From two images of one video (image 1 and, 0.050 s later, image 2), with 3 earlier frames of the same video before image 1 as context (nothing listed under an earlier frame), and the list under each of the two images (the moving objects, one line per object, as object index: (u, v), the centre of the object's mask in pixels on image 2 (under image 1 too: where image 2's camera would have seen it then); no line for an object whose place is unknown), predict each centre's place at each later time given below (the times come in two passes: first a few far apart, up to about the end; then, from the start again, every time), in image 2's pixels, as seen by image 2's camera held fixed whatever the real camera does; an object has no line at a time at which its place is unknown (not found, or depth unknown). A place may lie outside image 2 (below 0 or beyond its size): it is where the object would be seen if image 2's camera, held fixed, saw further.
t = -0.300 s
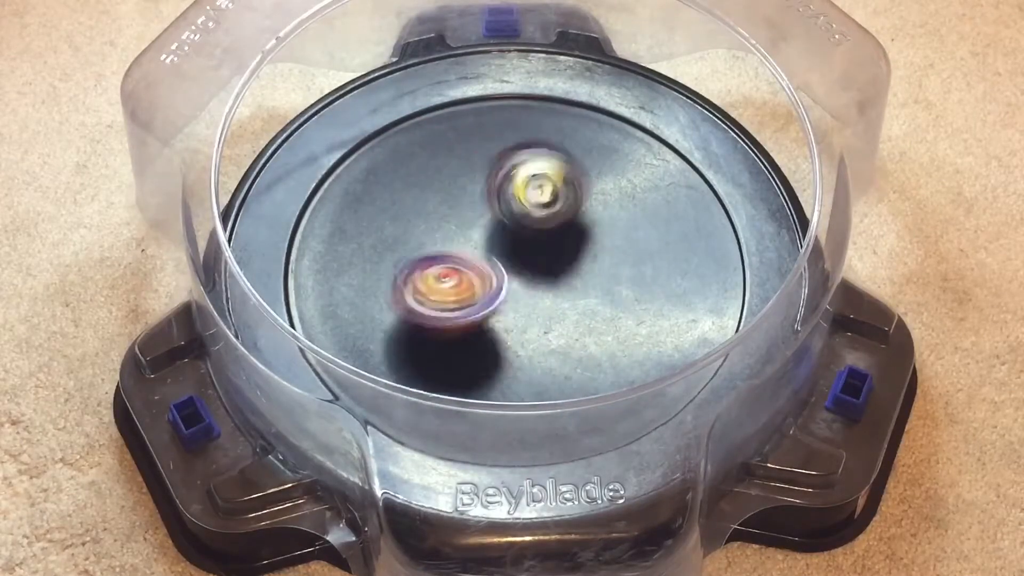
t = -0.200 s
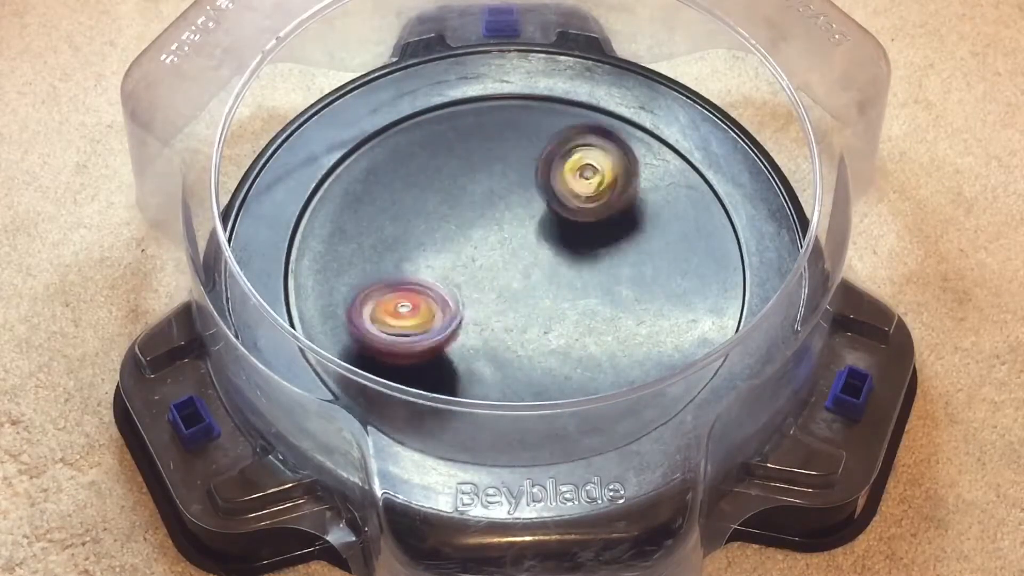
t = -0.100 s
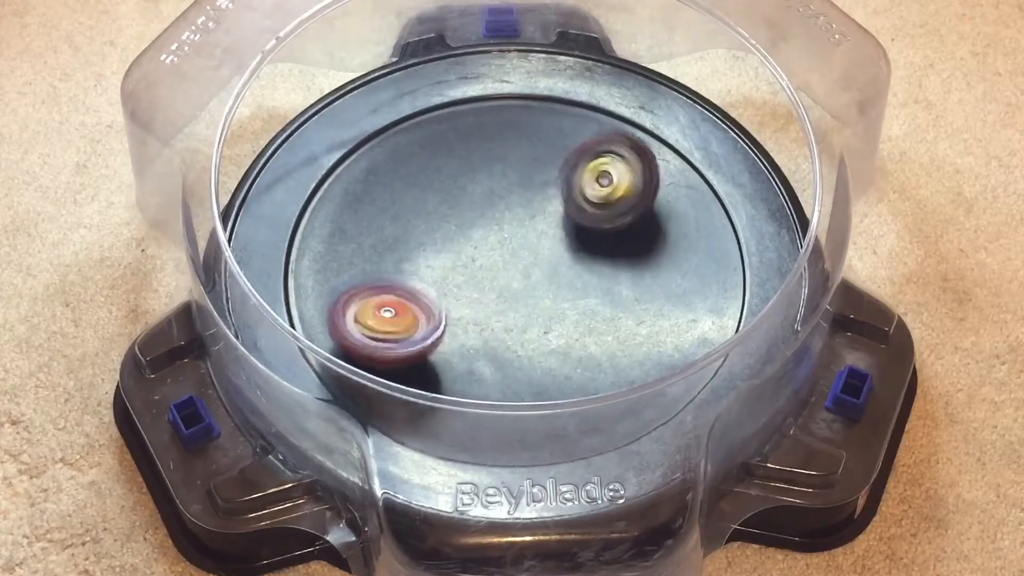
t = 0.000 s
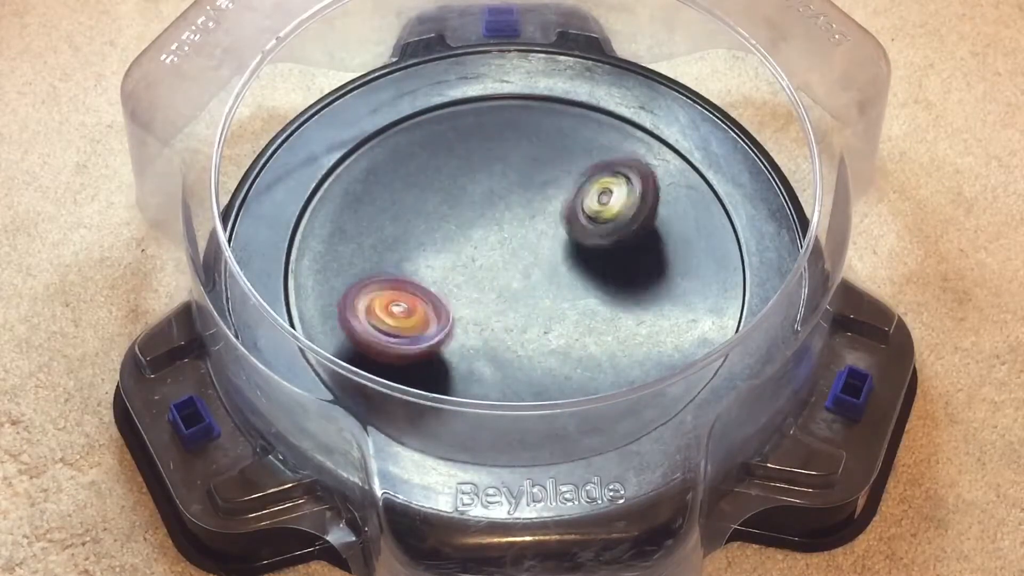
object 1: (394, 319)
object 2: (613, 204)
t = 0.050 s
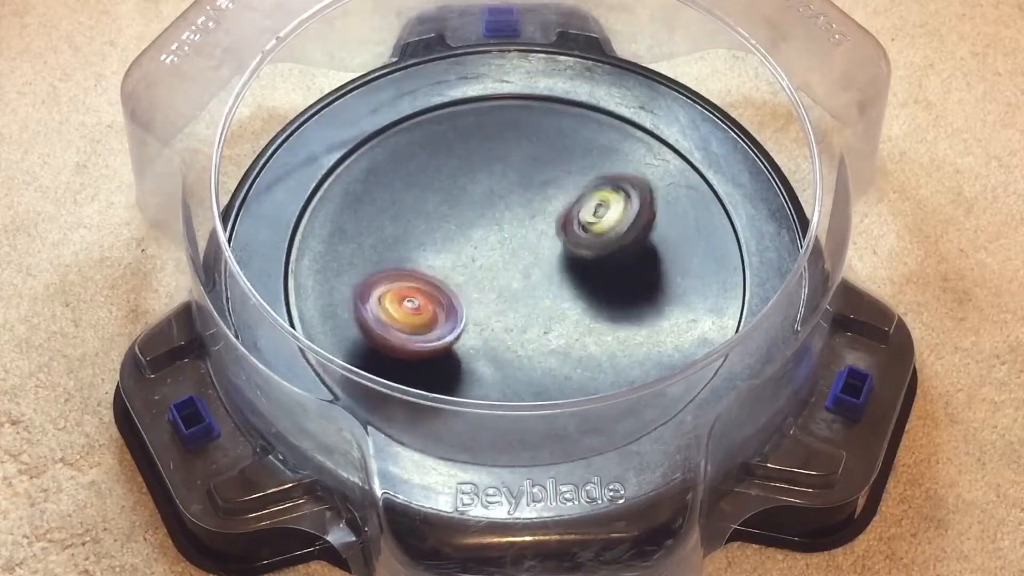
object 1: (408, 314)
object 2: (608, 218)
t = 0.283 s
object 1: (426, 250)
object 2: (570, 301)
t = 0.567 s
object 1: (459, 187)
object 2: (533, 294)
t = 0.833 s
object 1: (529, 148)
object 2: (540, 280)
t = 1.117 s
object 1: (596, 183)
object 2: (540, 291)
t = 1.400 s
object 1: (608, 225)
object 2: (466, 311)
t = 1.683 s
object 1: (555, 297)
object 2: (453, 233)
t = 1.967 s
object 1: (469, 319)
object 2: (512, 234)
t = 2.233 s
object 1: (425, 275)
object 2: (540, 286)
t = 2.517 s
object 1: (467, 218)
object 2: (546, 291)
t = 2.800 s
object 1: (528, 215)
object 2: (558, 305)
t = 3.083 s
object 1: (573, 236)
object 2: (499, 325)
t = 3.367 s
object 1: (565, 248)
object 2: (476, 311)
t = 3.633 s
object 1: (559, 251)
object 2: (466, 289)
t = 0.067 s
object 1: (411, 311)
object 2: (606, 222)
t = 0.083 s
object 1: (415, 309)
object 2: (605, 228)
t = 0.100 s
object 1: (419, 307)
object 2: (599, 232)
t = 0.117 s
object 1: (425, 303)
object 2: (596, 237)
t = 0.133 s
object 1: (428, 300)
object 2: (592, 246)
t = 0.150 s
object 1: (431, 294)
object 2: (585, 252)
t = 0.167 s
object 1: (433, 290)
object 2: (581, 257)
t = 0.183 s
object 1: (434, 287)
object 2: (575, 263)
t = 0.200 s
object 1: (438, 282)
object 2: (565, 270)
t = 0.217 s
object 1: (442, 278)
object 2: (563, 271)
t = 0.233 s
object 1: (442, 271)
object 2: (557, 277)
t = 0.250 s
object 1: (435, 263)
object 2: (560, 283)
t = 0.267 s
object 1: (428, 256)
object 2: (565, 296)
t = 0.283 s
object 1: (426, 250)
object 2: (570, 301)
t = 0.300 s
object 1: (424, 244)
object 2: (568, 304)
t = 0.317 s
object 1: (423, 237)
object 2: (568, 302)
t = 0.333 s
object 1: (423, 232)
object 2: (569, 309)
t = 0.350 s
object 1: (423, 228)
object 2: (569, 312)
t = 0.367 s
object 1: (425, 223)
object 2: (564, 315)
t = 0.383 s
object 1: (427, 218)
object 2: (563, 315)
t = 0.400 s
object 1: (428, 213)
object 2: (561, 315)
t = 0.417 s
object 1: (429, 210)
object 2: (556, 316)
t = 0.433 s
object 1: (431, 207)
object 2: (553, 314)
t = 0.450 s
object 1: (434, 202)
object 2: (551, 314)
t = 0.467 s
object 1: (438, 200)
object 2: (550, 312)
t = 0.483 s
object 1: (440, 197)
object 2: (545, 311)
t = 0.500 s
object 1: (443, 194)
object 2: (543, 308)
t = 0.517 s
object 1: (447, 192)
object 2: (541, 306)
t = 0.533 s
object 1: (451, 190)
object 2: (538, 302)
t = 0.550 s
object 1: (456, 189)
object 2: (534, 299)
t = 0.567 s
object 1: (459, 187)
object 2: (533, 294)
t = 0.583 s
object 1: (463, 184)
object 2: (532, 291)
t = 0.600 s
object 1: (468, 183)
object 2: (530, 289)
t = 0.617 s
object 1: (474, 183)
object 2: (527, 283)
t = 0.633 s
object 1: (479, 182)
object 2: (525, 275)
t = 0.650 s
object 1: (482, 181)
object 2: (525, 273)
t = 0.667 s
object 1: (487, 174)
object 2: (524, 276)
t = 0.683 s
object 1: (492, 169)
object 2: (524, 276)
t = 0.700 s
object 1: (494, 164)
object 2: (524, 278)
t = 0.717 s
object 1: (498, 161)
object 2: (525, 278)
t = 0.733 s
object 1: (504, 158)
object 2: (526, 279)
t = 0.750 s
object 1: (510, 155)
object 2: (527, 279)
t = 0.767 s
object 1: (513, 152)
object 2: (530, 280)
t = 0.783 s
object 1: (516, 151)
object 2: (532, 281)
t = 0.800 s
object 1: (521, 149)
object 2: (533, 280)
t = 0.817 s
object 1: (526, 148)
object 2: (536, 280)
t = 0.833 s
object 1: (529, 148)
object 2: (540, 280)
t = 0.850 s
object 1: (532, 149)
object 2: (542, 284)
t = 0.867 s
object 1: (537, 149)
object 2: (542, 283)
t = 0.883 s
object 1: (541, 150)
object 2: (543, 283)
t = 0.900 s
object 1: (543, 151)
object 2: (544, 282)
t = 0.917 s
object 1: (547, 154)
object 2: (544, 281)
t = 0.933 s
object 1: (551, 155)
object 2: (546, 281)
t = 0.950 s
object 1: (554, 156)
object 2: (549, 281)
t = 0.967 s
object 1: (557, 159)
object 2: (551, 282)
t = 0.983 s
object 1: (561, 163)
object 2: (551, 282)
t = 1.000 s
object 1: (566, 165)
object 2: (549, 282)
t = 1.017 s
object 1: (568, 168)
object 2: (549, 280)
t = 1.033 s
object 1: (570, 173)
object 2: (550, 280)
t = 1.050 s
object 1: (575, 177)
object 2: (549, 278)
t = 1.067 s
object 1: (579, 181)
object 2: (550, 277)
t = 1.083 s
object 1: (580, 184)
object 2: (552, 277)
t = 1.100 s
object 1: (588, 185)
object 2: (550, 282)
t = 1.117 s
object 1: (596, 183)
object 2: (540, 291)
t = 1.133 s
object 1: (600, 178)
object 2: (533, 299)
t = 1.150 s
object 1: (605, 180)
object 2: (530, 304)
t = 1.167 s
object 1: (609, 179)
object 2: (524, 315)
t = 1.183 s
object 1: (610, 179)
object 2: (515, 318)
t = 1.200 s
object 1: (611, 182)
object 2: (511, 320)
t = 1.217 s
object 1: (613, 183)
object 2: (507, 322)
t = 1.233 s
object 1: (612, 184)
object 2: (503, 324)
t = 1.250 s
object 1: (612, 189)
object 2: (497, 323)
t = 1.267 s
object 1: (614, 191)
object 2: (490, 326)
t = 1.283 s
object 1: (613, 193)
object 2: (488, 327)
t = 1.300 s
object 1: (613, 199)
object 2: (482, 325)
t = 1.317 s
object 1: (613, 201)
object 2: (481, 324)
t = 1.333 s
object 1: (611, 205)
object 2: (474, 321)
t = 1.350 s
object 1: (612, 211)
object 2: (472, 319)
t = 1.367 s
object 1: (611, 214)
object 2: (470, 316)
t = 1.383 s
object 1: (607, 219)
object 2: (469, 314)
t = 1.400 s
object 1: (608, 225)
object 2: (466, 311)
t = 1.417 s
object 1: (604, 230)
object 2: (462, 304)
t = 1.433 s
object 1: (601, 234)
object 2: (461, 301)
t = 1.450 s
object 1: (600, 239)
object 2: (461, 297)
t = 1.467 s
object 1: (596, 243)
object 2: (463, 296)
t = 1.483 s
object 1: (591, 249)
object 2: (461, 289)
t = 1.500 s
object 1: (589, 253)
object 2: (463, 284)
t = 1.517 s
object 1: (585, 257)
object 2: (466, 279)
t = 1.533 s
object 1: (580, 263)
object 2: (469, 277)
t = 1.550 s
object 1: (580, 266)
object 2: (467, 272)
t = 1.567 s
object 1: (579, 271)
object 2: (463, 269)
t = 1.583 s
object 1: (577, 277)
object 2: (456, 260)
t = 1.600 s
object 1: (574, 280)
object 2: (453, 253)
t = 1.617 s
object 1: (569, 285)
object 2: (451, 247)
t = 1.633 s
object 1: (567, 288)
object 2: (450, 243)
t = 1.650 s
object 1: (563, 290)
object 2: (450, 239)
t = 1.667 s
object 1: (559, 295)
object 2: (451, 235)
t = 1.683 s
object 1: (555, 297)
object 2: (453, 233)
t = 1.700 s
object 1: (549, 302)
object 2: (456, 232)
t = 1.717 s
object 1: (545, 303)
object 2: (459, 233)
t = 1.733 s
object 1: (540, 306)
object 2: (463, 233)
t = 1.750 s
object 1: (534, 309)
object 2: (465, 232)
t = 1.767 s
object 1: (531, 308)
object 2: (470, 230)
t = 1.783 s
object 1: (524, 312)
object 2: (474, 230)
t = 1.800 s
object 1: (520, 311)
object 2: (478, 228)
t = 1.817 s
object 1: (514, 314)
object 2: (482, 227)
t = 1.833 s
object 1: (506, 316)
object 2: (486, 227)
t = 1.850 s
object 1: (502, 317)
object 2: (489, 227)
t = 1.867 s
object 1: (497, 320)
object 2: (492, 226)
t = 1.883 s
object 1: (494, 320)
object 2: (496, 225)
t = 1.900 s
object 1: (489, 320)
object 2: (498, 225)
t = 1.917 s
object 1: (483, 321)
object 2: (502, 227)
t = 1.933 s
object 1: (480, 320)
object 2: (506, 228)
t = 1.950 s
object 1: (473, 320)
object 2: (510, 230)
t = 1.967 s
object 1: (469, 319)
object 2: (512, 234)
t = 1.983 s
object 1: (465, 318)
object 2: (514, 237)
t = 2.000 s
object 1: (460, 317)
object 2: (516, 241)
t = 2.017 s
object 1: (457, 314)
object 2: (519, 242)
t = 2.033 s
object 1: (451, 314)
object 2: (521, 244)
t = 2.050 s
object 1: (449, 310)
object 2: (524, 247)
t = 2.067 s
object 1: (445, 308)
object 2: (526, 250)
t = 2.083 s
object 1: (443, 305)
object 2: (527, 252)
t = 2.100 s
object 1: (441, 302)
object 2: (530, 257)
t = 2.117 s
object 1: (437, 300)
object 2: (532, 261)
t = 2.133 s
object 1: (435, 296)
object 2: (535, 264)
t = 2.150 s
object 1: (430, 293)
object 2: (537, 269)
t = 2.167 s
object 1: (431, 289)
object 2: (538, 274)
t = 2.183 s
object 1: (427, 285)
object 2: (539, 278)
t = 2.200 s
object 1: (427, 283)
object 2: (538, 282)
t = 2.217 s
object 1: (428, 276)
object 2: (538, 284)
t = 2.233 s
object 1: (425, 275)
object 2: (540, 286)
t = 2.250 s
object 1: (428, 269)
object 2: (541, 288)
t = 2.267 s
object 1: (425, 266)
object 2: (542, 289)
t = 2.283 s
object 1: (428, 264)
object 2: (544, 291)
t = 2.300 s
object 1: (427, 259)
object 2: (545, 293)
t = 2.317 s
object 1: (430, 257)
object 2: (547, 294)
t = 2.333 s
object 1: (432, 251)
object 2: (548, 295)
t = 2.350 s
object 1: (432, 250)
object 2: (548, 295)
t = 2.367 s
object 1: (437, 245)
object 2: (548, 295)
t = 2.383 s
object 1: (437, 243)
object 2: (547, 295)
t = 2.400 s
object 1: (443, 239)
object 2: (547, 294)
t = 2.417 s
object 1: (443, 237)
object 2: (546, 292)
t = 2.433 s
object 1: (449, 234)
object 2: (544, 290)
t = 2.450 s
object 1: (452, 231)
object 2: (543, 289)
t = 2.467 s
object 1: (455, 230)
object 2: (542, 287)
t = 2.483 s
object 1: (461, 227)
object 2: (541, 285)
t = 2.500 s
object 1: (462, 224)
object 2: (543, 287)
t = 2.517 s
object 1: (467, 218)
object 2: (546, 291)
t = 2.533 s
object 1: (469, 215)
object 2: (550, 295)
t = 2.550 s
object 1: (476, 210)
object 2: (552, 296)
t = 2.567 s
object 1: (480, 212)
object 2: (555, 299)
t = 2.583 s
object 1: (483, 211)
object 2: (557, 302)
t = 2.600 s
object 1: (485, 212)
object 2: (559, 304)
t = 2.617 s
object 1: (487, 210)
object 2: (561, 304)
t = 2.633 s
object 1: (490, 209)
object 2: (564, 306)
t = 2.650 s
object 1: (495, 206)
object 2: (566, 306)
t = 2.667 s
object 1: (499, 205)
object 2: (567, 304)
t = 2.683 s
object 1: (504, 204)
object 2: (567, 303)
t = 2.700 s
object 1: (510, 206)
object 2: (567, 303)
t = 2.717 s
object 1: (515, 207)
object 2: (567, 303)
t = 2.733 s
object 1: (518, 211)
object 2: (566, 303)
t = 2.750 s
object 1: (521, 212)
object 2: (565, 304)
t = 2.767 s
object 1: (522, 214)
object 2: (563, 306)
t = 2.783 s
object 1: (527, 214)
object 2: (560, 304)
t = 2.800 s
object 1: (528, 215)
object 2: (558, 305)
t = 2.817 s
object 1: (533, 216)
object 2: (557, 304)
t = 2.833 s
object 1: (536, 218)
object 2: (556, 306)
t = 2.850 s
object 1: (541, 219)
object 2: (556, 311)
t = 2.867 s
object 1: (551, 220)
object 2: (552, 316)
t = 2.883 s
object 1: (557, 220)
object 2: (551, 317)
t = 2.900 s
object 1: (562, 220)
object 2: (541, 322)
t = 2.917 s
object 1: (565, 224)
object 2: (536, 324)
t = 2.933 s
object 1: (567, 226)
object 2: (530, 328)
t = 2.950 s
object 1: (569, 229)
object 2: (525, 326)
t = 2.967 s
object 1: (567, 230)
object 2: (520, 327)
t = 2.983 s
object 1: (567, 230)
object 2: (516, 328)
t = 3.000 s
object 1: (566, 232)
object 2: (512, 329)
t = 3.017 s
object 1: (568, 229)
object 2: (511, 330)
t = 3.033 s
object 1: (571, 230)
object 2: (508, 329)
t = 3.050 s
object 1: (569, 231)
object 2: (505, 328)
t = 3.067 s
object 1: (573, 231)
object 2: (503, 325)
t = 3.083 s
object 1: (573, 236)
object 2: (499, 325)
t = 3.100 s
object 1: (571, 237)
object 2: (497, 324)
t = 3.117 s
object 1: (572, 240)
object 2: (495, 322)
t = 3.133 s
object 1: (567, 244)
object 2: (497, 318)
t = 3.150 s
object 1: (570, 243)
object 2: (492, 316)
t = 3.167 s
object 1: (574, 242)
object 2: (485, 318)
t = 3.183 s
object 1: (572, 245)
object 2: (481, 320)
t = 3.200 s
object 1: (573, 244)
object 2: (479, 320)
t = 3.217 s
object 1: (577, 246)
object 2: (477, 319)
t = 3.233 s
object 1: (571, 249)
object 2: (476, 319)
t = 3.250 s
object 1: (569, 248)
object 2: (477, 318)
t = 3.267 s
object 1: (569, 251)
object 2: (477, 317)
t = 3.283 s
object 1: (563, 252)
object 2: (477, 315)
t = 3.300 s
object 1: (565, 250)
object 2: (477, 314)
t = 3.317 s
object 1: (566, 250)
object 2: (476, 314)
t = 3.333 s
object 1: (561, 251)
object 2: (476, 313)
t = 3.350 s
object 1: (563, 249)
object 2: (476, 312)
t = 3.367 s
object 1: (565, 248)
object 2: (476, 311)
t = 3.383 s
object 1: (560, 249)
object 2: (476, 310)
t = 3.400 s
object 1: (561, 247)
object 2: (475, 309)
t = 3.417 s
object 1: (564, 247)
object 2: (475, 308)
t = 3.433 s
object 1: (560, 247)
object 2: (474, 308)
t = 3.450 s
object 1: (560, 244)
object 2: (475, 307)
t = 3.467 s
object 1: (565, 247)
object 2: (472, 304)
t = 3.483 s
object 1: (565, 249)
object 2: (470, 301)
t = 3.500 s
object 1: (566, 249)
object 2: (468, 300)
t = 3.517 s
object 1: (570, 251)
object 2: (468, 299)
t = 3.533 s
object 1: (569, 255)
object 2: (468, 296)
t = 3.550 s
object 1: (566, 257)
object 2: (467, 295)
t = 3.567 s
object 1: (564, 259)
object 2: (468, 292)
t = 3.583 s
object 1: (561, 258)
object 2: (467, 291)
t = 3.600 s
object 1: (558, 257)
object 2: (467, 290)
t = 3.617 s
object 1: (558, 252)
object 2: (467, 289)
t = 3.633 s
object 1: (559, 251)
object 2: (466, 289)
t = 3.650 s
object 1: (564, 253)
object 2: (459, 287)
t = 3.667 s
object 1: (568, 252)
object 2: (452, 287)
